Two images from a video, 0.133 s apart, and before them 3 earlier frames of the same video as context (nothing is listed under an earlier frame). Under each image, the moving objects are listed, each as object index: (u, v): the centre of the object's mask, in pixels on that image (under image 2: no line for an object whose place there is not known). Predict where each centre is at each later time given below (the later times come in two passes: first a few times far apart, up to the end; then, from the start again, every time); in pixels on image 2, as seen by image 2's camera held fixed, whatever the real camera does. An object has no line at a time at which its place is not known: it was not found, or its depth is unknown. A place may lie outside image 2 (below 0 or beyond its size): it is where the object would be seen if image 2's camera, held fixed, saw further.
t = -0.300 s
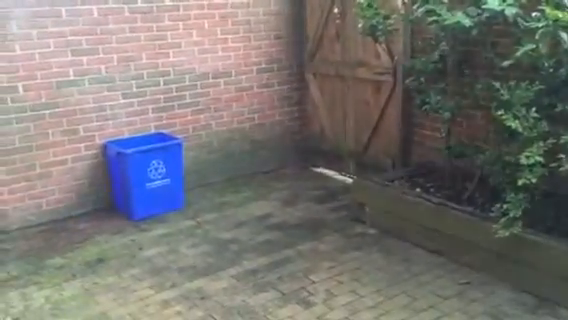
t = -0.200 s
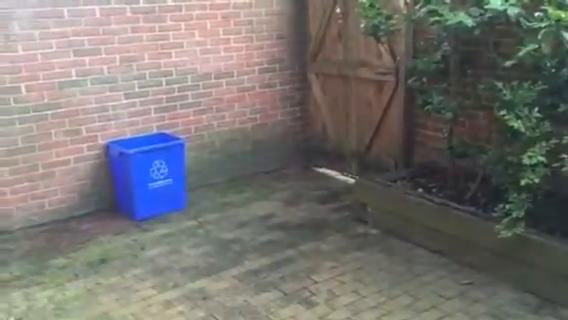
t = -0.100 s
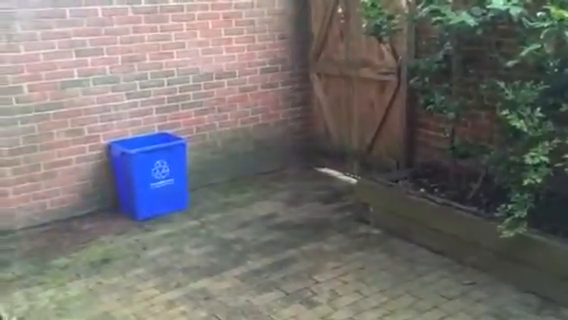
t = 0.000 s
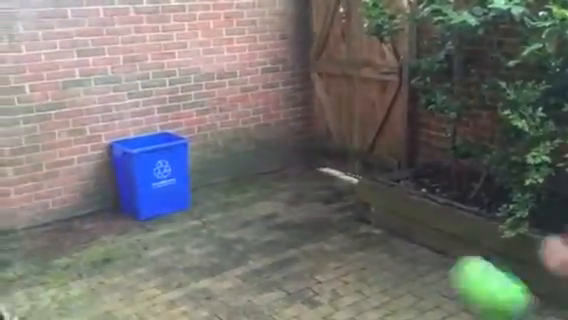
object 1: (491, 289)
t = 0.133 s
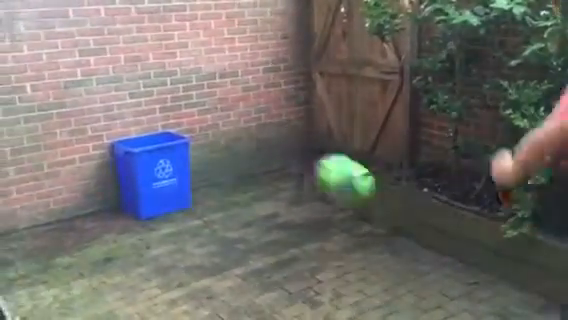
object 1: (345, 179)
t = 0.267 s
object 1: (244, 128)
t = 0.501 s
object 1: (129, 126)
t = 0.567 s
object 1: (142, 142)
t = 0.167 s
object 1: (315, 159)
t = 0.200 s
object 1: (290, 147)
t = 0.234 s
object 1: (263, 136)
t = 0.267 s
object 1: (244, 128)
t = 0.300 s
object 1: (228, 123)
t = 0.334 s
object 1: (206, 119)
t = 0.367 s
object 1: (187, 116)
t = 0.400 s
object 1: (174, 117)
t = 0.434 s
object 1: (156, 118)
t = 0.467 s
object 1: (143, 120)
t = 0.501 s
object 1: (129, 126)
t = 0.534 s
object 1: (137, 135)
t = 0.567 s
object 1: (142, 142)
